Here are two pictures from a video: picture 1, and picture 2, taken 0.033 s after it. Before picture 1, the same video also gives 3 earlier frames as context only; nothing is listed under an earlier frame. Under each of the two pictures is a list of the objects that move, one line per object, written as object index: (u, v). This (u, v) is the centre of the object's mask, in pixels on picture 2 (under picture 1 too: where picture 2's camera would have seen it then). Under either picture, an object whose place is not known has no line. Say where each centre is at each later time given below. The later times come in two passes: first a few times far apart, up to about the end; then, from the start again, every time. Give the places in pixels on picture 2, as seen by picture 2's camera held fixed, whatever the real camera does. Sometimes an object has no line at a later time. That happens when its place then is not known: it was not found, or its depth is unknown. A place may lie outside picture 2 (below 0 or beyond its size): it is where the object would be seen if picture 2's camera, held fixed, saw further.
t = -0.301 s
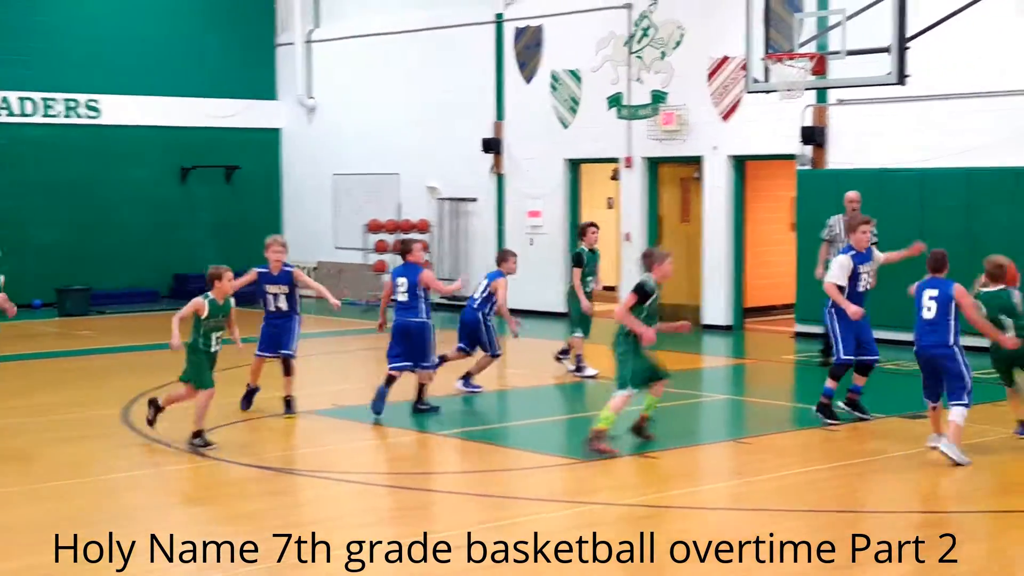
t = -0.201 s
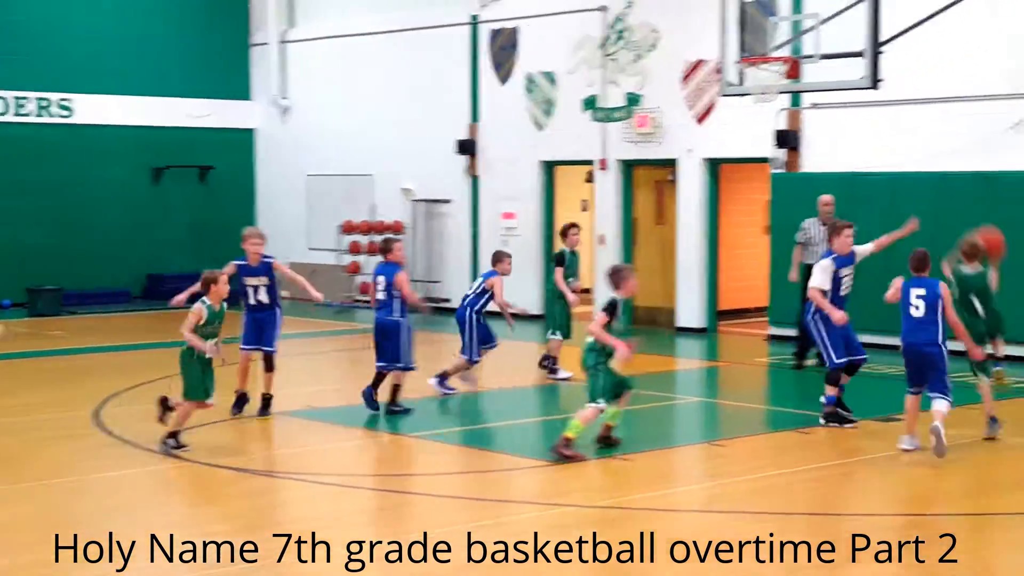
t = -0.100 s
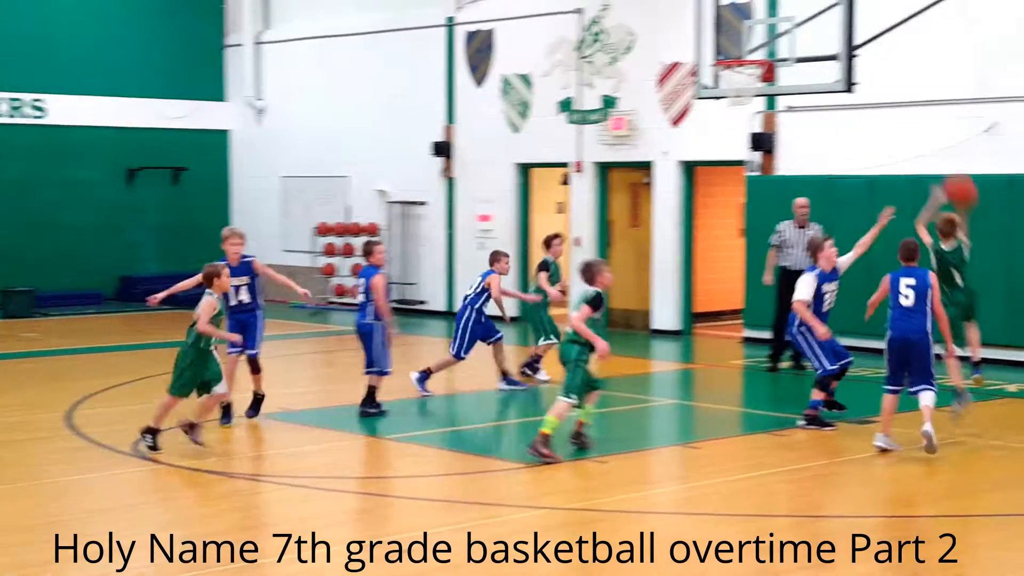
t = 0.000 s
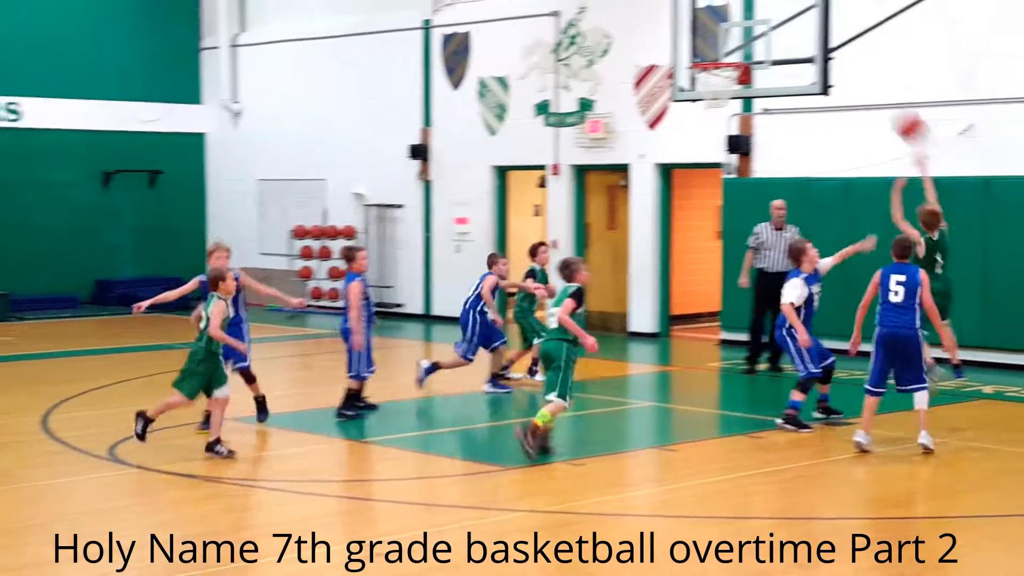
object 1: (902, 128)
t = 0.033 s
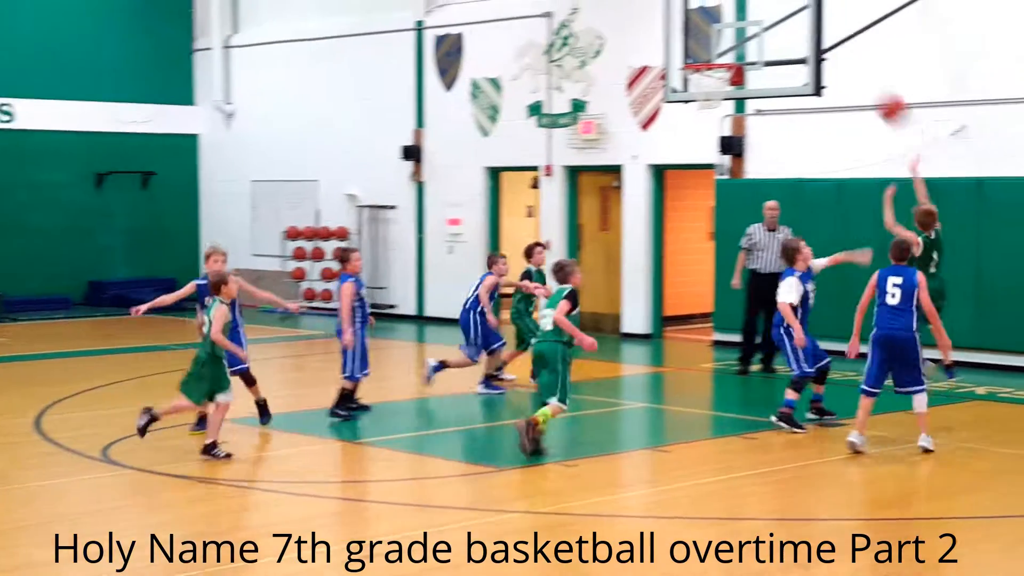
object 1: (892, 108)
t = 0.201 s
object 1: (841, 37)
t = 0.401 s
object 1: (781, -1)
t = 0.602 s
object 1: (726, 11)
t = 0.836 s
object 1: (672, 56)
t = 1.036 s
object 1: (638, 83)
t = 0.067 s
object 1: (882, 91)
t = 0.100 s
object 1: (870, 75)
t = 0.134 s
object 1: (861, 61)
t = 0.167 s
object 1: (850, 48)
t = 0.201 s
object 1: (841, 37)
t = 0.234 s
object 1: (829, 26)
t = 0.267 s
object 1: (819, 19)
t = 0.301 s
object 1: (811, 13)
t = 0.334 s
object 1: (801, 6)
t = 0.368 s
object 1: (791, 3)
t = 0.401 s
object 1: (781, -1)
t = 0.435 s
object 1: (772, -2)
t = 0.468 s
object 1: (763, -1)
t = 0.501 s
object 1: (752, 0)
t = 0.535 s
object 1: (744, 3)
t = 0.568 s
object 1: (736, 6)
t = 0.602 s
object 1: (726, 11)
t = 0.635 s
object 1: (717, 18)
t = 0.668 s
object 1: (708, 25)
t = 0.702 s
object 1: (700, 33)
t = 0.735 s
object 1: (692, 41)
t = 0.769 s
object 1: (685, 50)
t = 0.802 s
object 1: (677, 55)
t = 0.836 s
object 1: (672, 56)
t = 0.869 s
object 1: (666, 58)
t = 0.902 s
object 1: (661, 61)
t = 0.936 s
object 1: (655, 65)
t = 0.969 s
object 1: (650, 69)
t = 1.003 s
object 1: (644, 76)
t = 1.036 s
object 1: (638, 83)
